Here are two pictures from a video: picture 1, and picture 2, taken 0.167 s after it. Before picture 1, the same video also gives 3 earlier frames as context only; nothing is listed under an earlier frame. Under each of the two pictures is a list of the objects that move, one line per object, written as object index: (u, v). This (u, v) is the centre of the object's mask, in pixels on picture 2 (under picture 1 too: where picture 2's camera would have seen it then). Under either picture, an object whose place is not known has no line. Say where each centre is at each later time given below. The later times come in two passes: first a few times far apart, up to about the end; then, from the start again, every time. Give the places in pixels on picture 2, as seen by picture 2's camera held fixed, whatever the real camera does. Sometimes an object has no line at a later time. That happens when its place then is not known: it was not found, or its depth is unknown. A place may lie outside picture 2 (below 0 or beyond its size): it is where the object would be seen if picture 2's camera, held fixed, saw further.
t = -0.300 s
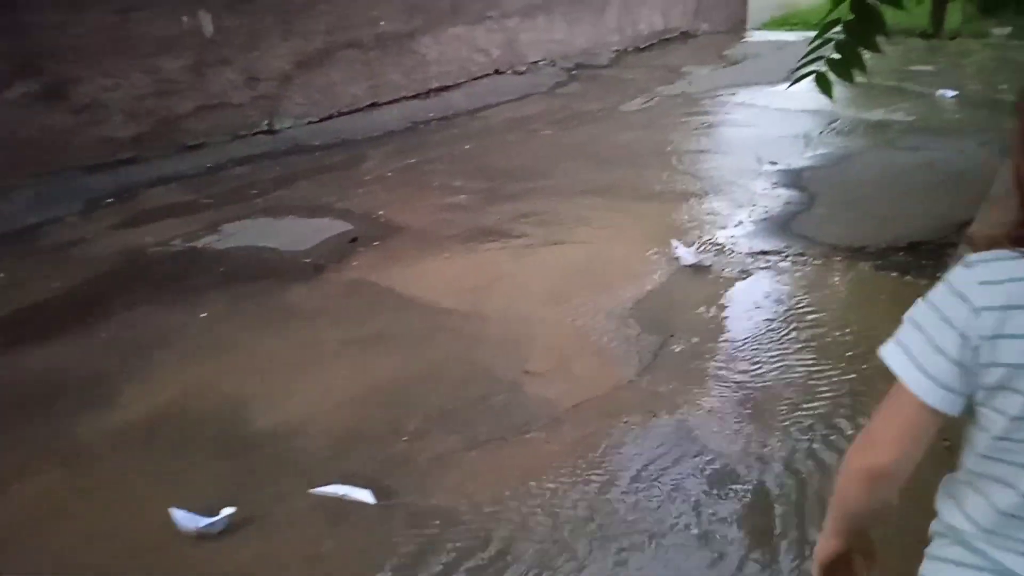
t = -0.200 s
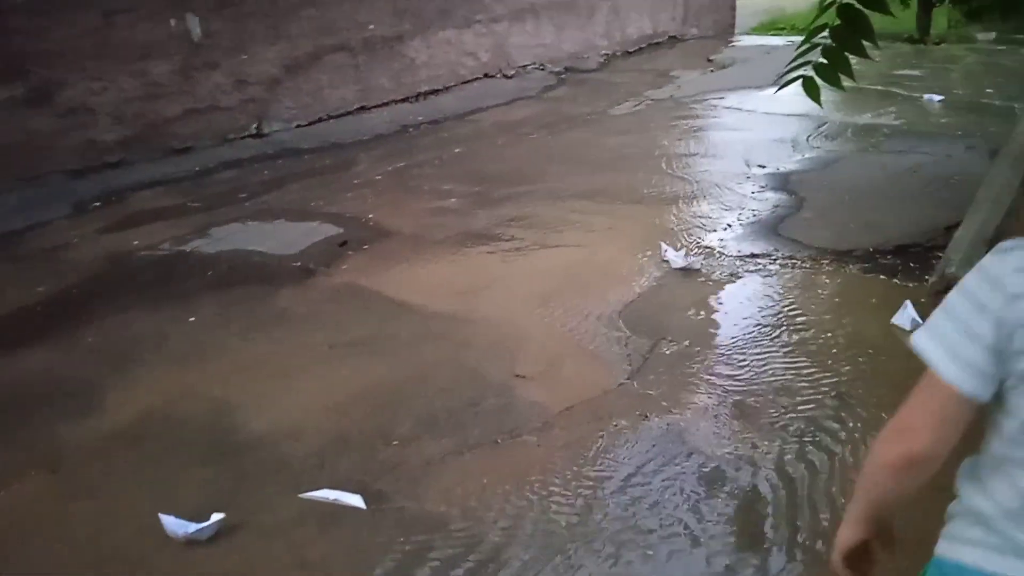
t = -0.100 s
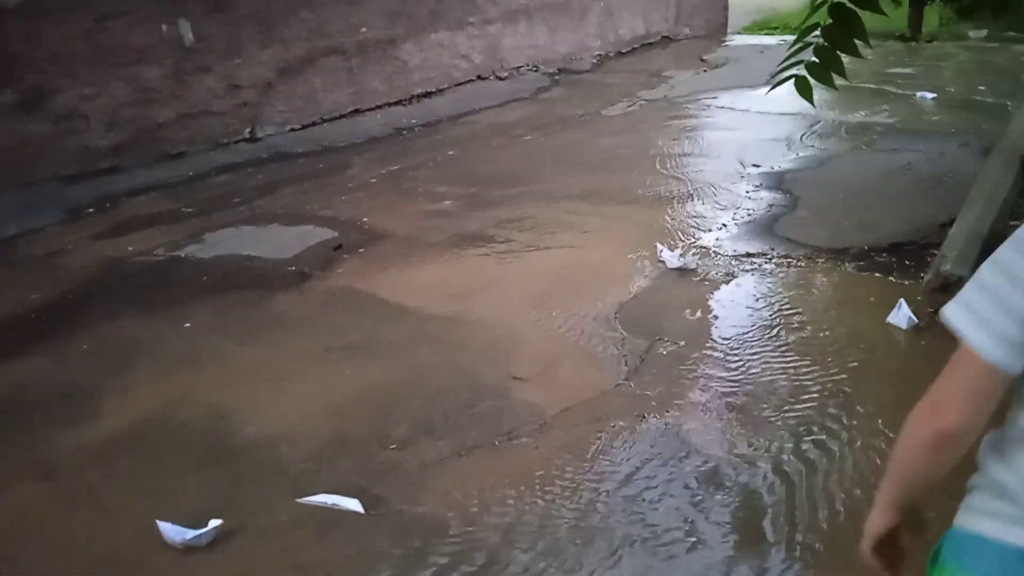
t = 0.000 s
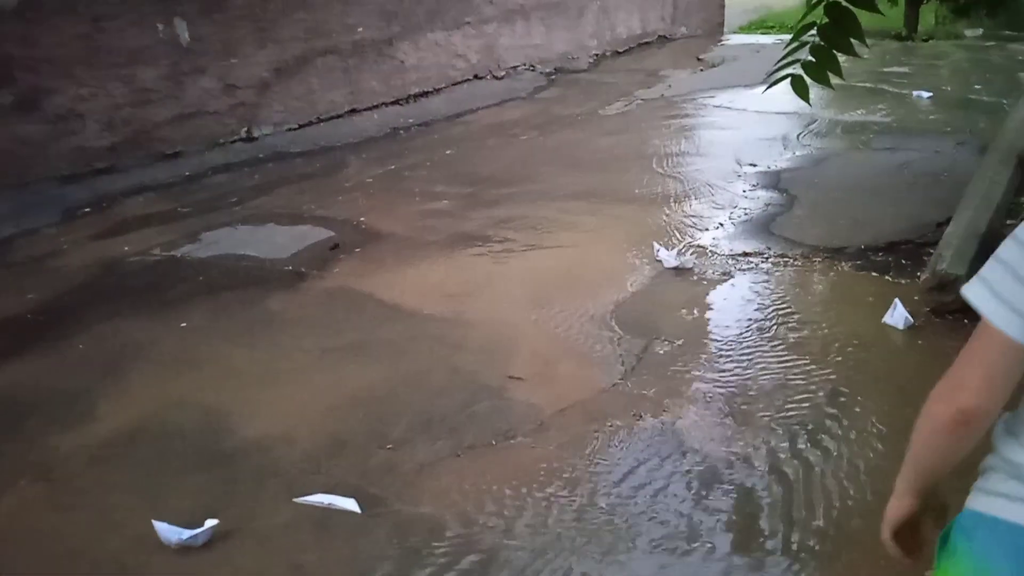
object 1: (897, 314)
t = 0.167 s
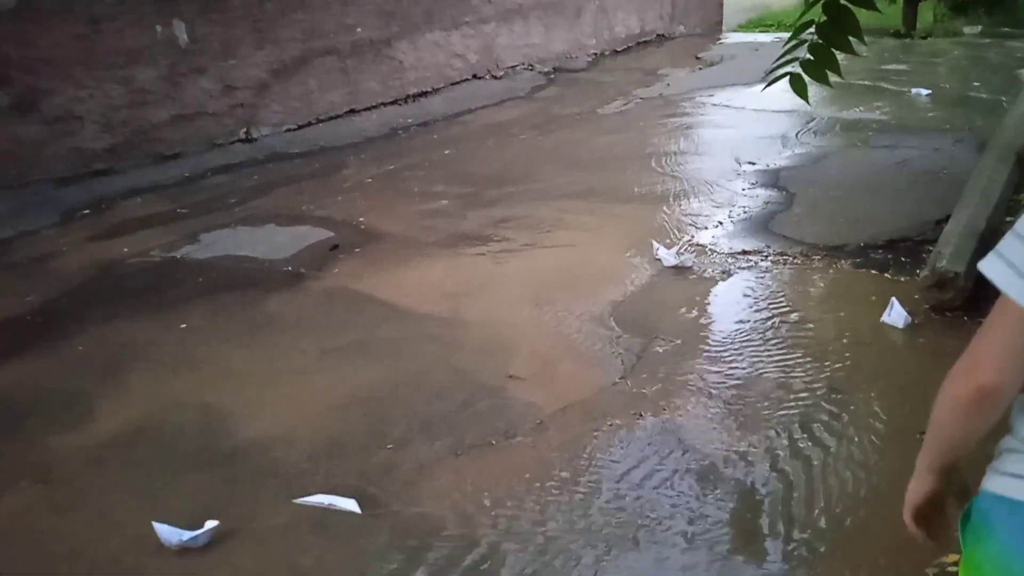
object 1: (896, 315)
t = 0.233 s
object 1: (895, 315)
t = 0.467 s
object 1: (893, 317)
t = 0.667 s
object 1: (891, 318)
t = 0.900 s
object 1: (889, 319)
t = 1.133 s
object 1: (886, 319)
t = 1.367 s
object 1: (883, 319)
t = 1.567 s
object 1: (881, 319)
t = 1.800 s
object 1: (877, 318)
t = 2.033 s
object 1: (873, 316)
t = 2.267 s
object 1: (869, 315)
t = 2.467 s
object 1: (865, 313)
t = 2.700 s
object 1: (860, 312)
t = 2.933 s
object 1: (856, 309)
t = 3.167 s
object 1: (851, 307)
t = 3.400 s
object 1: (847, 305)
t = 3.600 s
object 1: (844, 303)
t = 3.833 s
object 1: (841, 301)
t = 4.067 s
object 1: (839, 299)
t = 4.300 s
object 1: (836, 298)
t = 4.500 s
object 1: (835, 296)
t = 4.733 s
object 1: (833, 295)
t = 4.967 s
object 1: (832, 293)
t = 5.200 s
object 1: (830, 292)
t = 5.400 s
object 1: (828, 290)
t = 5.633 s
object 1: (826, 289)
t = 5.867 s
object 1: (823, 288)
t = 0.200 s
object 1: (895, 315)
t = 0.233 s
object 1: (895, 315)
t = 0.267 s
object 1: (895, 315)
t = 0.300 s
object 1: (895, 316)
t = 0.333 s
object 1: (894, 316)
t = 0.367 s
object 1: (894, 317)
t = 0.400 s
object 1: (894, 317)
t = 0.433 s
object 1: (893, 317)
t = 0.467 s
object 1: (893, 317)
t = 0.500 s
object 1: (892, 317)
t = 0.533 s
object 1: (891, 317)
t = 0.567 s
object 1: (891, 317)
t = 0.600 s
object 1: (891, 317)
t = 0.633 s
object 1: (891, 318)
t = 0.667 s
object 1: (891, 318)
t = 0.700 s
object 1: (890, 318)
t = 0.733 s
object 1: (889, 318)
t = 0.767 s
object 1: (889, 318)
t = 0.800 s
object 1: (889, 318)
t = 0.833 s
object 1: (889, 319)
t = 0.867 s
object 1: (889, 319)
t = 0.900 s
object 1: (889, 319)
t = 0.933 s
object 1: (889, 319)
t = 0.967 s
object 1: (888, 319)
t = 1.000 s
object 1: (887, 319)
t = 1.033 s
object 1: (887, 319)
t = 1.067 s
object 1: (887, 319)
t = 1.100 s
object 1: (887, 319)
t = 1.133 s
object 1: (886, 319)
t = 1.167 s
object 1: (886, 319)
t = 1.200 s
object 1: (886, 319)
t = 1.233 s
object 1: (885, 319)
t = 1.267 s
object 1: (884, 319)
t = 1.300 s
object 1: (884, 319)
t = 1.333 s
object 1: (884, 319)
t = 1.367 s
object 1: (883, 319)
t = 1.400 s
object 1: (883, 319)
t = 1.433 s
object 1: (883, 319)
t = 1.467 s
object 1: (882, 318)
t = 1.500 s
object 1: (881, 319)
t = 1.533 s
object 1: (881, 319)
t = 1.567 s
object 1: (881, 319)
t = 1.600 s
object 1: (880, 318)
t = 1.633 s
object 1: (879, 319)
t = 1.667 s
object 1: (879, 319)
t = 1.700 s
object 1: (879, 318)
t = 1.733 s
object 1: (878, 318)
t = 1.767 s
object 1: (877, 318)
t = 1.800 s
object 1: (877, 318)
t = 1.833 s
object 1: (876, 317)
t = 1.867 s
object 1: (876, 317)
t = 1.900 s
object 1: (875, 317)
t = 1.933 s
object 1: (875, 317)
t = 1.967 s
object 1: (874, 317)
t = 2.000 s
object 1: (873, 316)
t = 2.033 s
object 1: (873, 316)
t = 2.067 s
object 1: (872, 316)
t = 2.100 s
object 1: (872, 316)
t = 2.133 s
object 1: (871, 316)
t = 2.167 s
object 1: (871, 316)
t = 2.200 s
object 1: (869, 315)
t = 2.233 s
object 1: (869, 315)
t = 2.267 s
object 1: (869, 315)
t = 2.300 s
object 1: (868, 315)
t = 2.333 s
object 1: (867, 315)
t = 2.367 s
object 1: (867, 315)
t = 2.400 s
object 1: (866, 314)
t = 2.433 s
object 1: (865, 314)
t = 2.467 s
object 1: (865, 313)
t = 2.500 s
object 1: (864, 313)
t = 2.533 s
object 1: (863, 313)
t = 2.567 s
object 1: (863, 313)
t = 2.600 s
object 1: (862, 312)
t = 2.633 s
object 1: (861, 312)
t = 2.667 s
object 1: (861, 312)
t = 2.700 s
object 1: (860, 312)
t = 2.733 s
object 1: (859, 312)
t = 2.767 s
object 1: (859, 311)
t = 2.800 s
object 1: (858, 311)
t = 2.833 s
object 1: (857, 310)
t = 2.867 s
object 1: (857, 310)
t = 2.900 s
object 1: (856, 310)
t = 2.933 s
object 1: (856, 309)
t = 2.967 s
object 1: (855, 309)
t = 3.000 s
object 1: (854, 309)
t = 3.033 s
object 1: (854, 308)
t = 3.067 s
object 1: (853, 308)
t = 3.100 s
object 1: (853, 308)
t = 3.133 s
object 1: (852, 307)
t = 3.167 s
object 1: (851, 307)
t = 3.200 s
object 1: (850, 307)
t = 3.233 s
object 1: (850, 307)
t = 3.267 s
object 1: (849, 306)
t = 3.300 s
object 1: (849, 306)
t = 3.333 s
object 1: (848, 306)
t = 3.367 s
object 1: (847, 305)
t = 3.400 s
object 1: (847, 305)
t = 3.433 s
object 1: (846, 305)
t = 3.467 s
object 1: (846, 305)
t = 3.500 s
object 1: (845, 304)
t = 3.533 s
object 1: (845, 304)
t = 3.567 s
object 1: (844, 303)
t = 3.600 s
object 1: (844, 303)
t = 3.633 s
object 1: (844, 303)
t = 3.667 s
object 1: (843, 302)
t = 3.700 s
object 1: (843, 302)
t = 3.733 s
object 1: (843, 302)
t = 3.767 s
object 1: (842, 301)
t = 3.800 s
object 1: (841, 301)
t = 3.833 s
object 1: (841, 301)
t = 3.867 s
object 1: (841, 301)
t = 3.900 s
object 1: (840, 300)
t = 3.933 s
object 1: (840, 300)
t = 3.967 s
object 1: (840, 300)
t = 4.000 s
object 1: (840, 300)
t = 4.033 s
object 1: (839, 300)
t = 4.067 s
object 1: (839, 299)
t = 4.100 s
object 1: (838, 299)
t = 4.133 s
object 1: (838, 299)
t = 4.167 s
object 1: (838, 298)
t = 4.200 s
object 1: (837, 298)
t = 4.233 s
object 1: (837, 298)
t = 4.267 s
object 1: (837, 298)
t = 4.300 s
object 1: (836, 298)
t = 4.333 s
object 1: (836, 297)
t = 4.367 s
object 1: (836, 297)
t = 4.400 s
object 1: (836, 297)
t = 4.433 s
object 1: (835, 297)
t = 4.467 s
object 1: (835, 296)
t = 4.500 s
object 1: (835, 296)
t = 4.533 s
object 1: (835, 296)
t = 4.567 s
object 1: (834, 296)
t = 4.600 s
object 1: (834, 296)
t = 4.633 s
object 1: (834, 295)
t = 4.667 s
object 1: (834, 295)
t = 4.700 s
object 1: (833, 295)
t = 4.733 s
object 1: (833, 295)
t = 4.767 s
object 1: (833, 295)
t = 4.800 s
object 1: (833, 295)
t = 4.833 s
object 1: (833, 294)
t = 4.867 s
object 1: (832, 294)
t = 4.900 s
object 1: (832, 294)
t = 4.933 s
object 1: (832, 294)
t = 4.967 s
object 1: (832, 293)
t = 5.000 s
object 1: (831, 293)
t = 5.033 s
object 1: (831, 293)
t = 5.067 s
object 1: (831, 293)
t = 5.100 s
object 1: (831, 293)
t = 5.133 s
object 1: (830, 292)
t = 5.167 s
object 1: (830, 292)
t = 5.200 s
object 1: (830, 292)
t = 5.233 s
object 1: (830, 292)
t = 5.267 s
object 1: (829, 291)
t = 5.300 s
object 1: (829, 291)
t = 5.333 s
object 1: (829, 290)
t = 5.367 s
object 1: (828, 291)
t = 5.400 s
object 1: (828, 290)
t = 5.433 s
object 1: (828, 290)
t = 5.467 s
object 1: (828, 290)
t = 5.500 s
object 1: (827, 289)
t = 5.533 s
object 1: (827, 289)
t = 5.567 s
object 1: (826, 289)
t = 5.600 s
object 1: (826, 289)
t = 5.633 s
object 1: (826, 289)
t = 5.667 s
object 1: (826, 289)
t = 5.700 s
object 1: (825, 289)
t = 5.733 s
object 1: (825, 289)
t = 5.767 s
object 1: (824, 288)
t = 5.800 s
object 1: (824, 288)
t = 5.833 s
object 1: (824, 288)
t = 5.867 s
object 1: (823, 288)
